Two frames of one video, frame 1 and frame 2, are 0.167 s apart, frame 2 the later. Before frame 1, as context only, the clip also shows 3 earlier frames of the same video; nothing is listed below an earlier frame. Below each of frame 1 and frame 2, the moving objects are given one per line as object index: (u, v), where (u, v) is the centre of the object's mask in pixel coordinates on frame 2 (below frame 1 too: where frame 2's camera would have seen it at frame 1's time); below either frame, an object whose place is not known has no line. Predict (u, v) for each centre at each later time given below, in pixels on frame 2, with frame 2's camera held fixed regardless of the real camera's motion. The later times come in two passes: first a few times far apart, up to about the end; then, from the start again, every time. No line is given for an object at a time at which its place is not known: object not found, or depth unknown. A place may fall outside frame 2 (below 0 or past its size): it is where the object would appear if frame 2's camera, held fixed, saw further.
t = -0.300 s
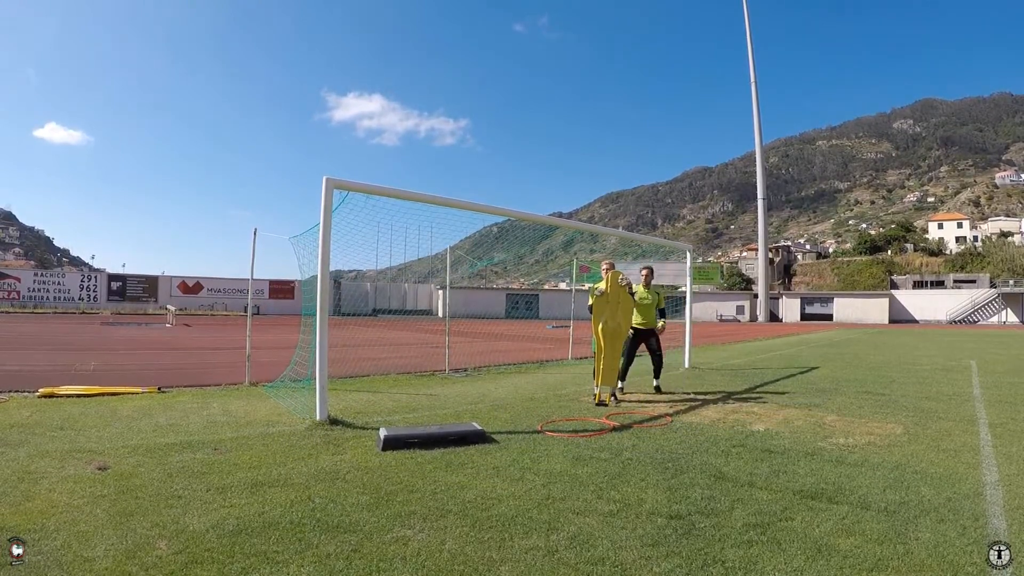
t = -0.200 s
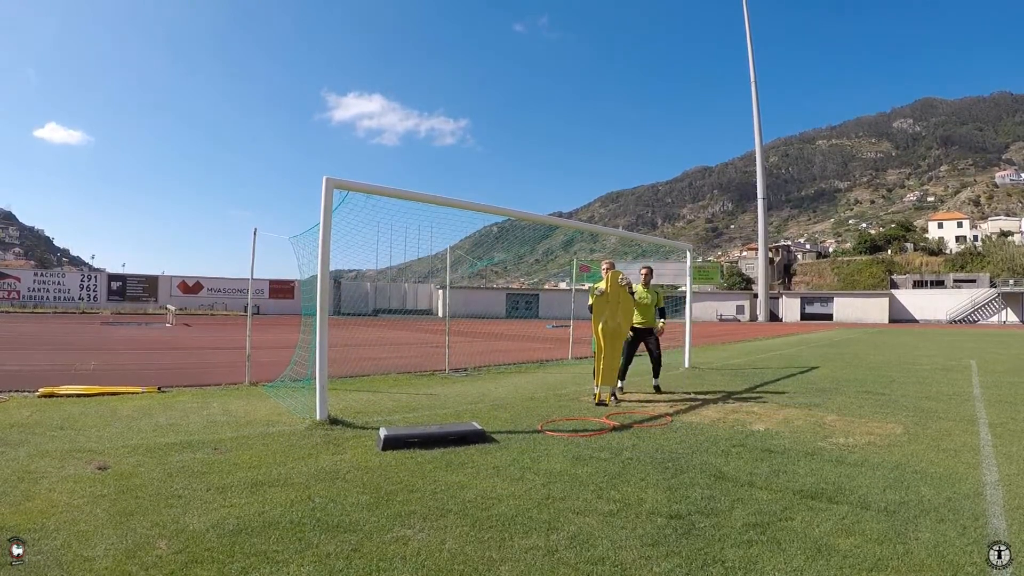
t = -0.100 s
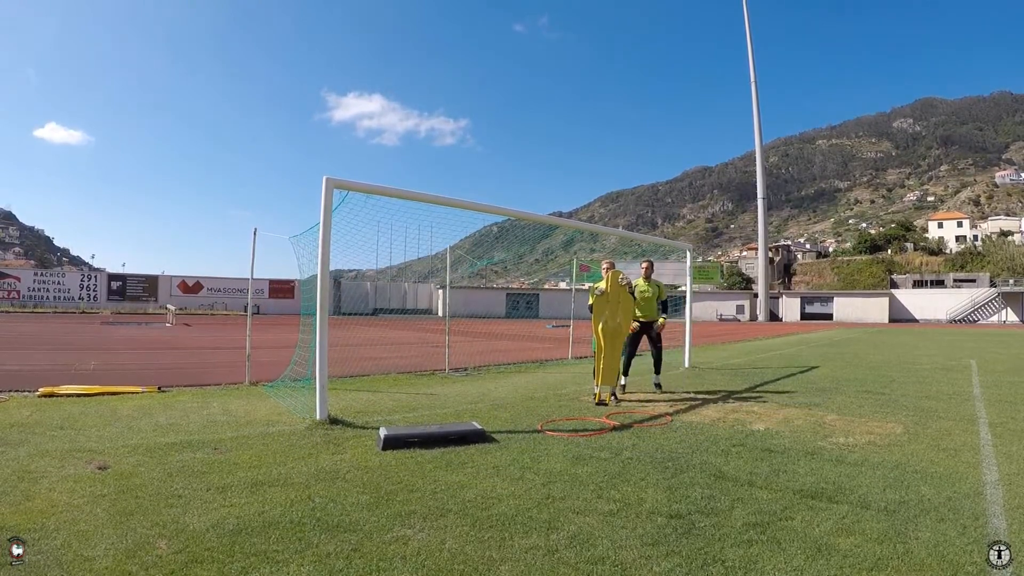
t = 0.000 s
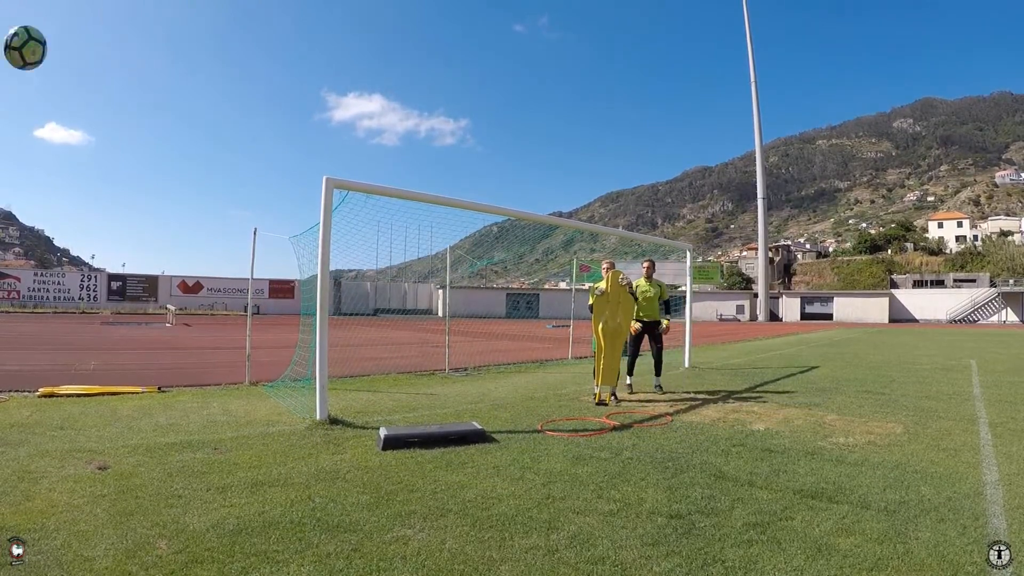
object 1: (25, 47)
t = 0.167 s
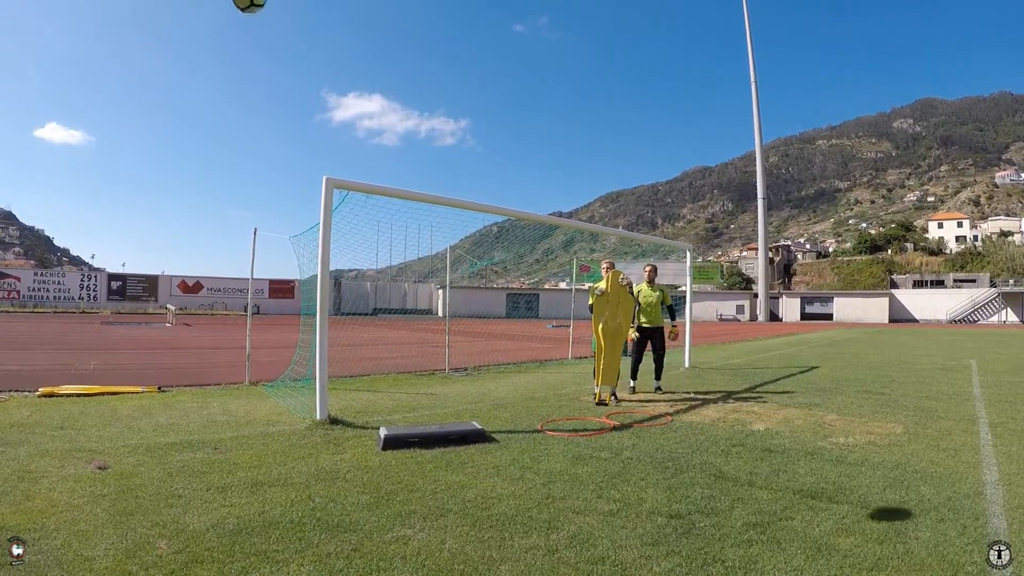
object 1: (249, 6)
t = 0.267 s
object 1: (350, 6)
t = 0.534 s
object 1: (526, 61)
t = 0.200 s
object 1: (285, 5)
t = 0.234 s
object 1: (319, 5)
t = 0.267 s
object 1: (350, 6)
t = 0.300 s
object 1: (378, 7)
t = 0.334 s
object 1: (405, 10)
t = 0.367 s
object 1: (429, 14)
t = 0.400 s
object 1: (452, 22)
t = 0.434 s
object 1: (472, 31)
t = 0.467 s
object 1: (492, 40)
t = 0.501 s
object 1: (509, 51)
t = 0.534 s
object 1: (526, 61)
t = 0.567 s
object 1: (541, 72)
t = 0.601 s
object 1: (555, 84)
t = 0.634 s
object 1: (569, 96)
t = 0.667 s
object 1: (582, 108)
